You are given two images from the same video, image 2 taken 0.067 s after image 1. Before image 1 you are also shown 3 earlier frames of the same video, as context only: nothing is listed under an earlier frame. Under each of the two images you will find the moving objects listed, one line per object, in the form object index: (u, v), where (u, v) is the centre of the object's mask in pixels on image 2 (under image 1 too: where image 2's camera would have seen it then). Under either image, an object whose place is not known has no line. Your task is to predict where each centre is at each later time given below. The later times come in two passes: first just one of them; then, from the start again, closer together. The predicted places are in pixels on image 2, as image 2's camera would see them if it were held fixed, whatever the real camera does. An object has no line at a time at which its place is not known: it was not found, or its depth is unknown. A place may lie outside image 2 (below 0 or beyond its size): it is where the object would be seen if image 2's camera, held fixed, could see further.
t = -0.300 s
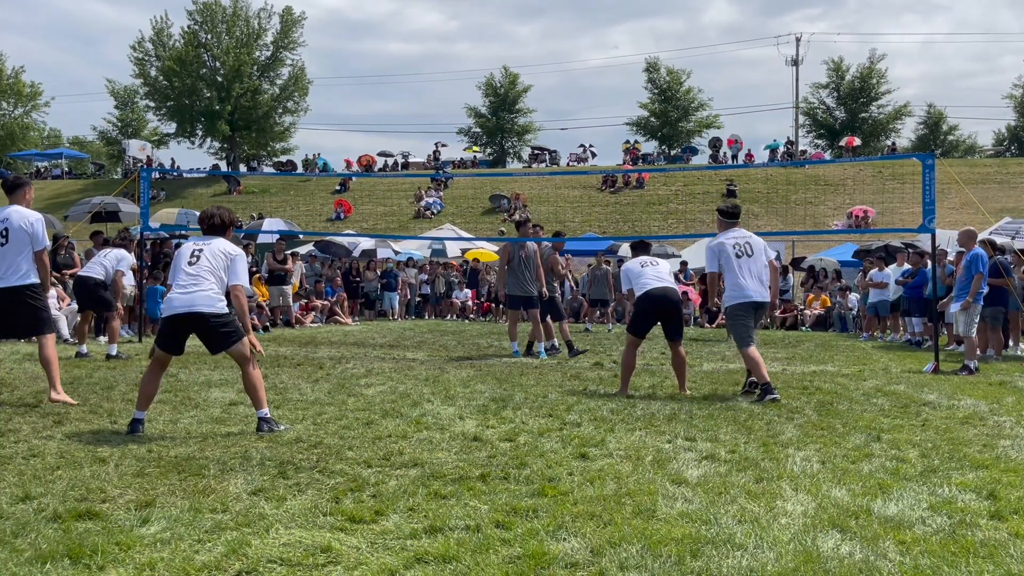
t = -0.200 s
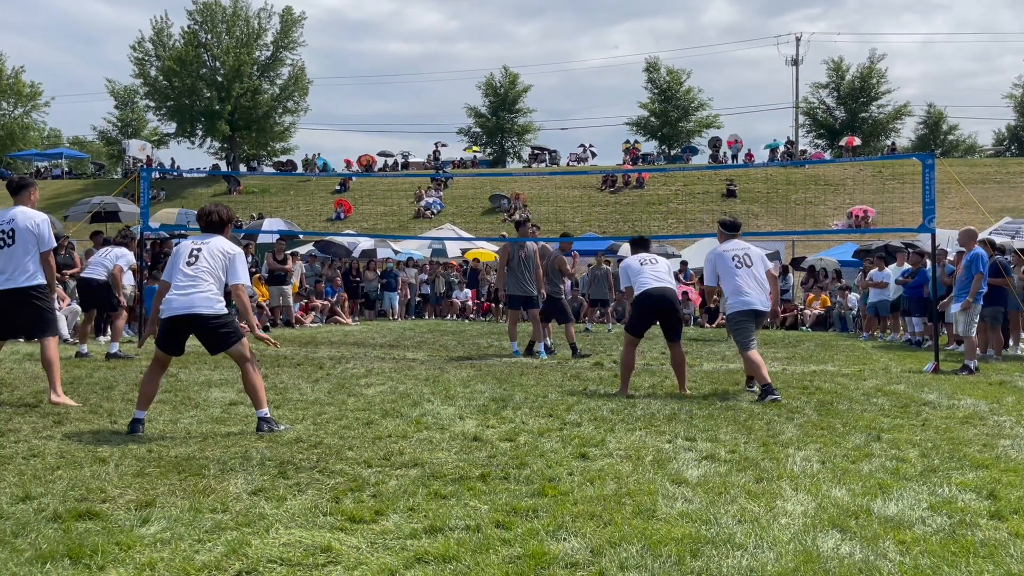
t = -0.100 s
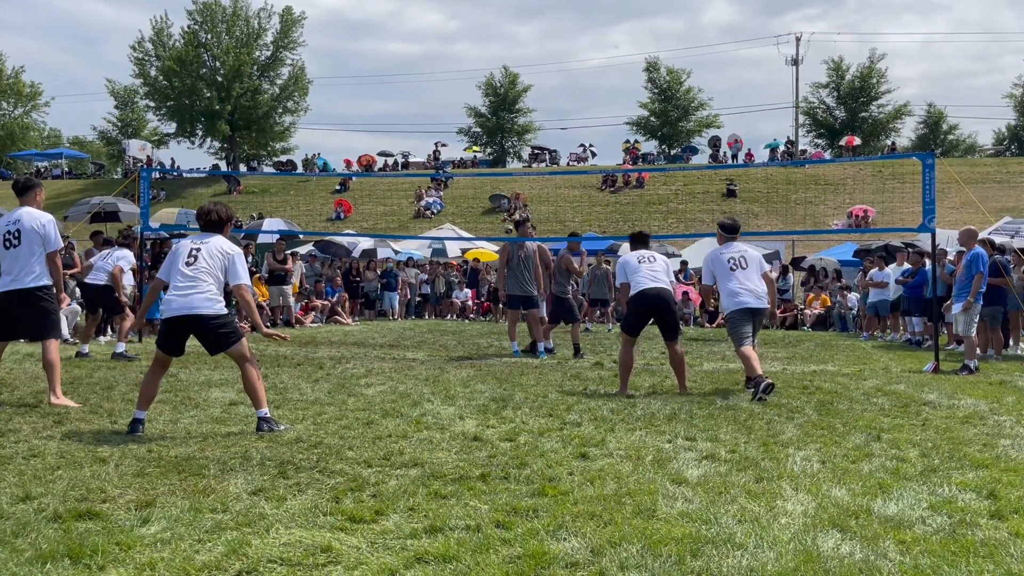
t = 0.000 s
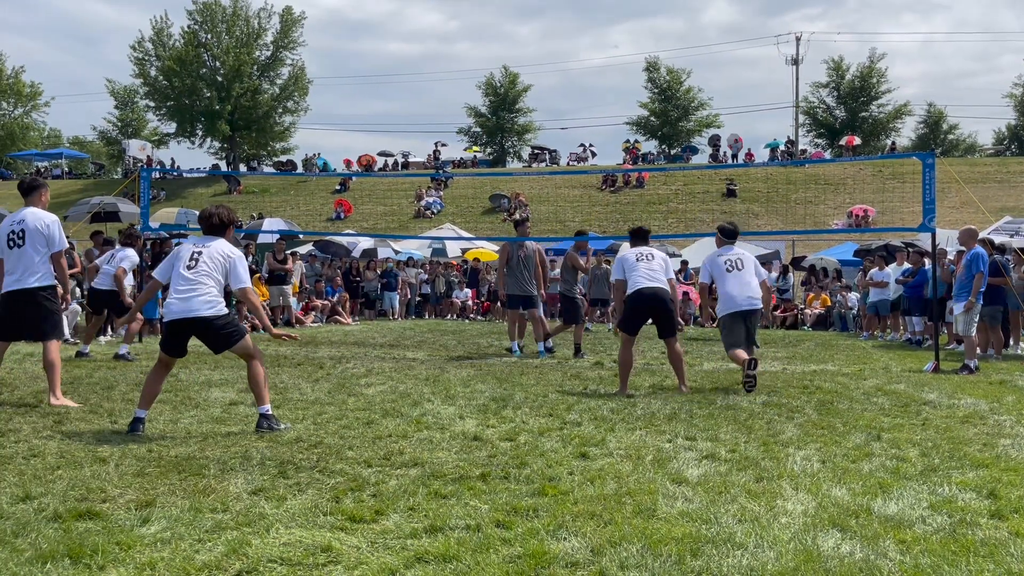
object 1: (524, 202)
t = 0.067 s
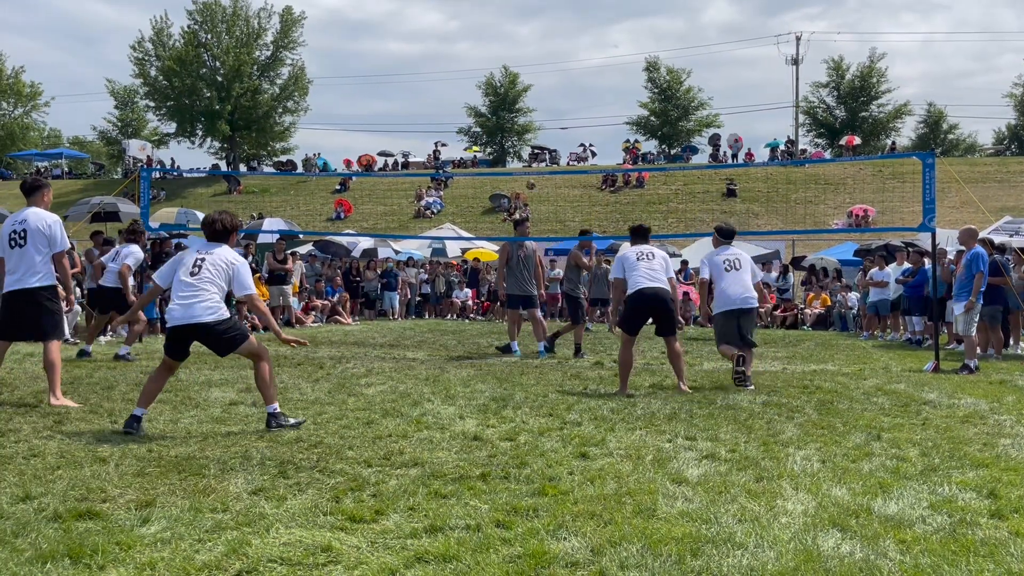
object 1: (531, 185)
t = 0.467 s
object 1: (618, 96)
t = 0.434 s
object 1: (608, 101)
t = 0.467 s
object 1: (618, 96)
